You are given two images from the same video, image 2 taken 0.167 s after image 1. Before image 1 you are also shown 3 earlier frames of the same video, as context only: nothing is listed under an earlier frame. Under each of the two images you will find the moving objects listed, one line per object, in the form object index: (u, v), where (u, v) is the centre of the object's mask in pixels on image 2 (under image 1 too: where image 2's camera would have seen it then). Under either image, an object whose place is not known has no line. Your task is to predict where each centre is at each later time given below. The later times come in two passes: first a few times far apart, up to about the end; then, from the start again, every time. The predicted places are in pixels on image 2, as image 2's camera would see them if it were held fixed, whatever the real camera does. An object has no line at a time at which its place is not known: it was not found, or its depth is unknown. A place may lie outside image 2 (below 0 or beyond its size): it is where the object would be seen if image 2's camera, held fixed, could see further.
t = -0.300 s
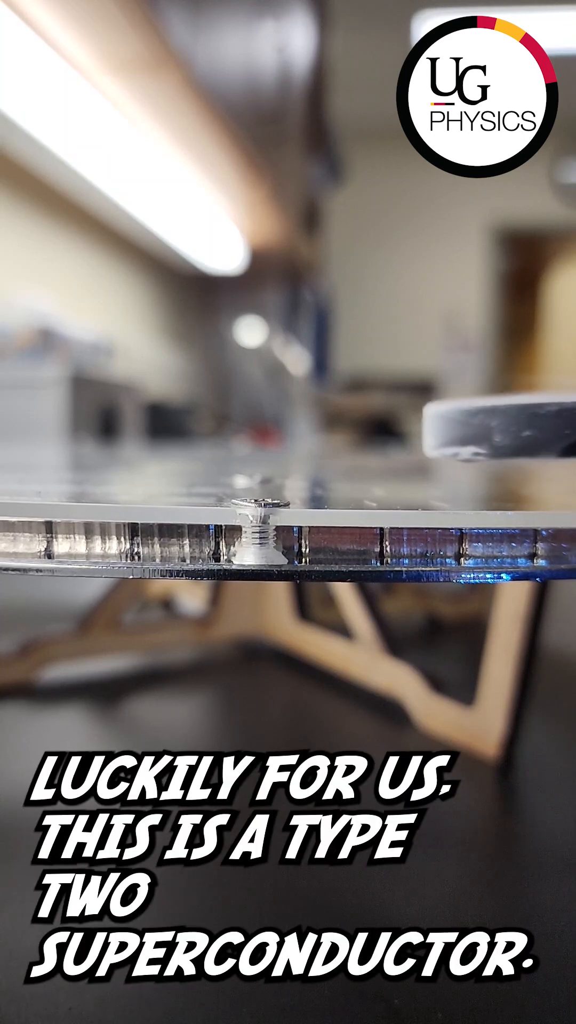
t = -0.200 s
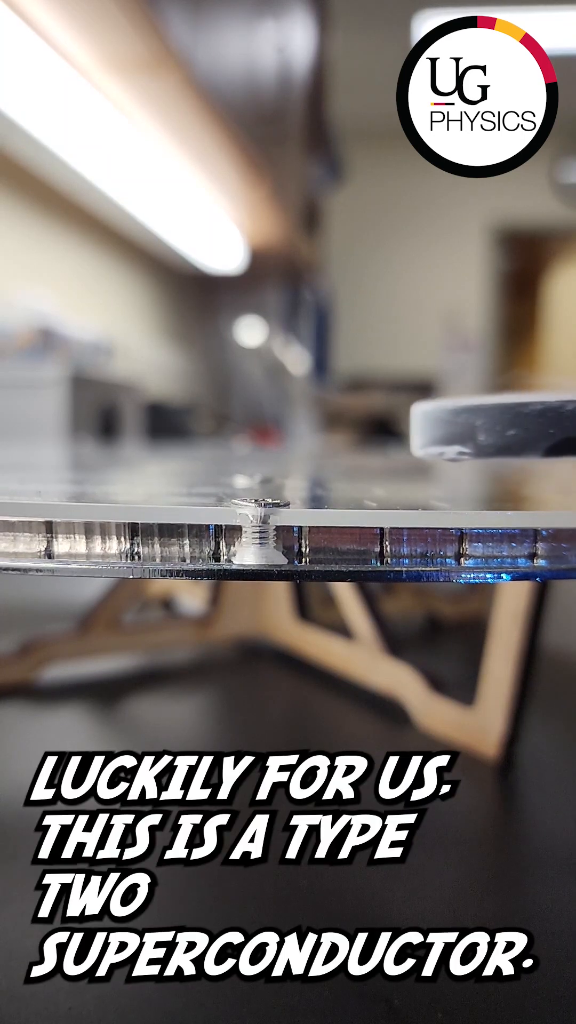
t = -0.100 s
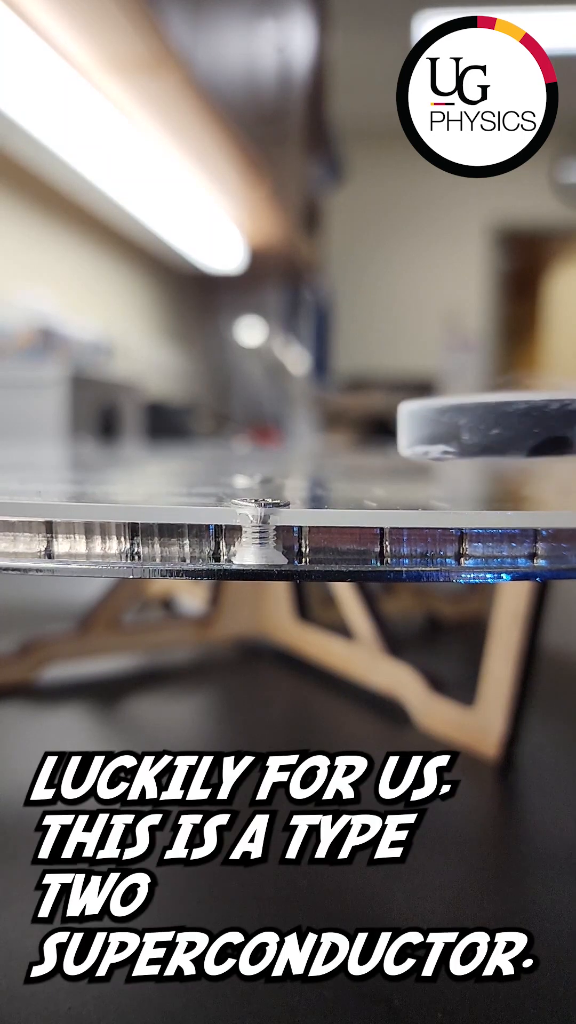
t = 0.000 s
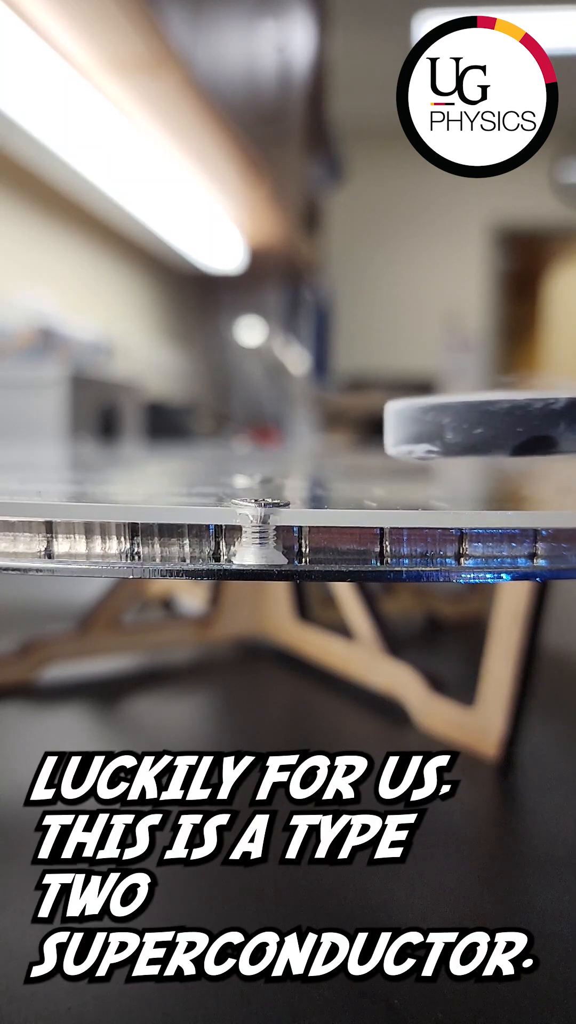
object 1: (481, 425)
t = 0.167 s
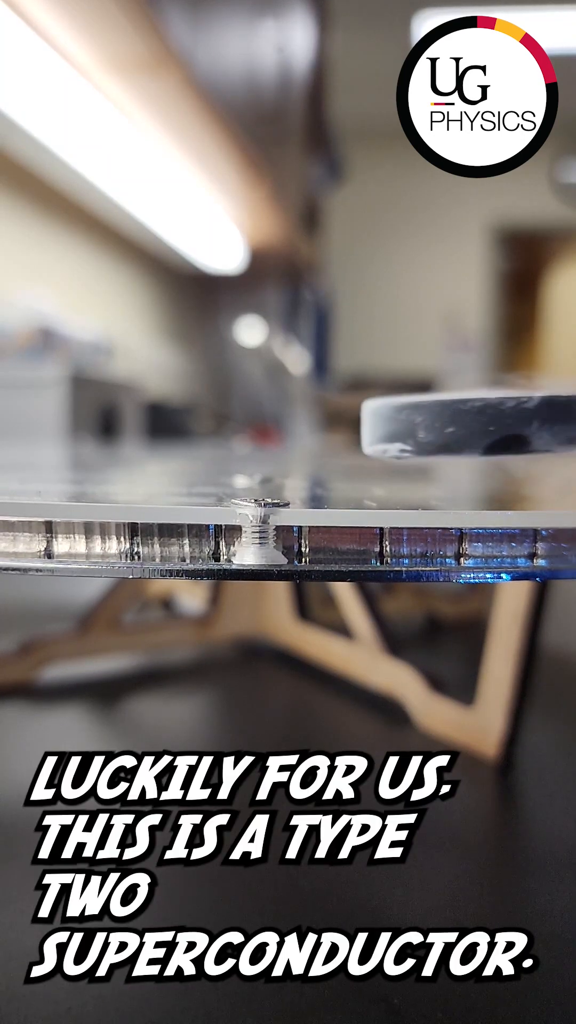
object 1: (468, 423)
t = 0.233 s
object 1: (463, 424)
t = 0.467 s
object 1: (436, 422)
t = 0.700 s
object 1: (405, 419)
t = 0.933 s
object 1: (369, 420)
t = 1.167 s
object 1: (332, 419)
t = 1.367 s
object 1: (299, 418)
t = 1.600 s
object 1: (260, 417)
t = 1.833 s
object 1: (219, 415)
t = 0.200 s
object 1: (465, 424)
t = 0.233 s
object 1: (463, 424)
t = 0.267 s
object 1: (460, 423)
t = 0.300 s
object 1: (458, 423)
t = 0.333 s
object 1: (455, 423)
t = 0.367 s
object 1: (451, 423)
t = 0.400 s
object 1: (446, 423)
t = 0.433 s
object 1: (441, 422)
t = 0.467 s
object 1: (436, 422)
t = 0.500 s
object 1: (434, 420)
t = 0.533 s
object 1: (429, 420)
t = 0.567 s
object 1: (424, 419)
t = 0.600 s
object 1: (420, 419)
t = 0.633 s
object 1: (415, 419)
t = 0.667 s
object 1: (410, 419)
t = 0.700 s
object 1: (405, 419)
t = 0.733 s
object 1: (400, 419)
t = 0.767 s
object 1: (395, 419)
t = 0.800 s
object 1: (390, 419)
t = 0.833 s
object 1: (385, 419)
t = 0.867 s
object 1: (380, 420)
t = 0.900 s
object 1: (374, 420)
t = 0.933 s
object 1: (369, 420)
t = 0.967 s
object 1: (364, 420)
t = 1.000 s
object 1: (359, 420)
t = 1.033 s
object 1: (354, 419)
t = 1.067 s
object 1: (347, 420)
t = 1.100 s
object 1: (342, 420)
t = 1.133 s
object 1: (338, 419)
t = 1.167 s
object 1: (332, 419)
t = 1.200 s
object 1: (326, 419)
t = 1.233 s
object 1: (321, 419)
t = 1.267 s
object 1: (315, 419)
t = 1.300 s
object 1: (310, 418)
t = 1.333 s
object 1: (305, 418)
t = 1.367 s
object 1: (299, 418)
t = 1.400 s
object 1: (294, 418)
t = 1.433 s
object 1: (288, 418)
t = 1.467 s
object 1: (282, 417)
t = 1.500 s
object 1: (276, 417)
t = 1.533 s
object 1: (271, 417)
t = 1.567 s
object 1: (266, 417)
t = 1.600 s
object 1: (260, 417)
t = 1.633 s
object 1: (254, 416)
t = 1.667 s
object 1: (248, 416)
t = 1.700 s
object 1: (242, 416)
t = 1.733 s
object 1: (236, 415)
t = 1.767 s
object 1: (231, 415)
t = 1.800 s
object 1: (225, 415)
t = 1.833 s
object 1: (219, 415)
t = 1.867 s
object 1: (214, 414)
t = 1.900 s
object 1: (208, 414)
